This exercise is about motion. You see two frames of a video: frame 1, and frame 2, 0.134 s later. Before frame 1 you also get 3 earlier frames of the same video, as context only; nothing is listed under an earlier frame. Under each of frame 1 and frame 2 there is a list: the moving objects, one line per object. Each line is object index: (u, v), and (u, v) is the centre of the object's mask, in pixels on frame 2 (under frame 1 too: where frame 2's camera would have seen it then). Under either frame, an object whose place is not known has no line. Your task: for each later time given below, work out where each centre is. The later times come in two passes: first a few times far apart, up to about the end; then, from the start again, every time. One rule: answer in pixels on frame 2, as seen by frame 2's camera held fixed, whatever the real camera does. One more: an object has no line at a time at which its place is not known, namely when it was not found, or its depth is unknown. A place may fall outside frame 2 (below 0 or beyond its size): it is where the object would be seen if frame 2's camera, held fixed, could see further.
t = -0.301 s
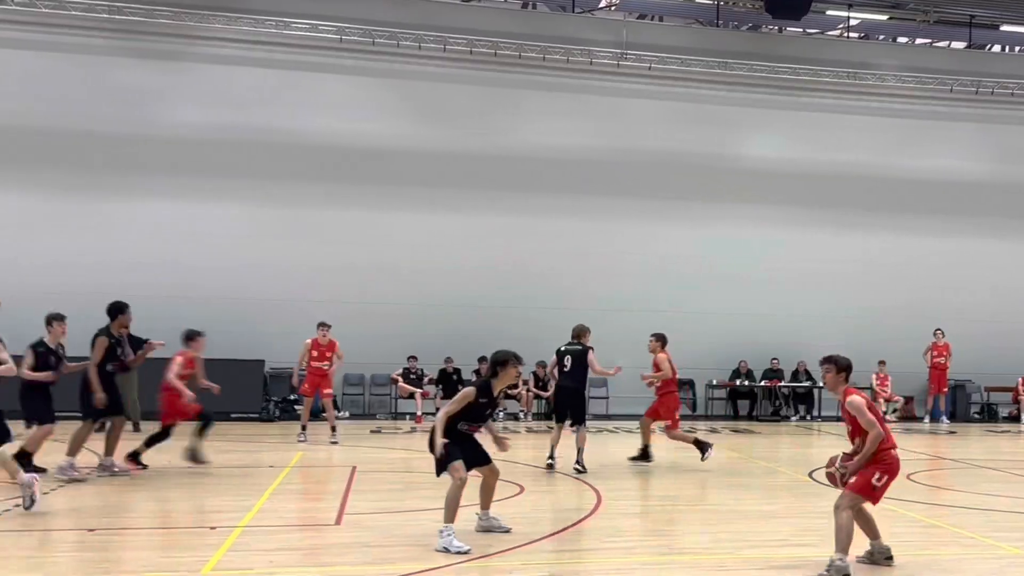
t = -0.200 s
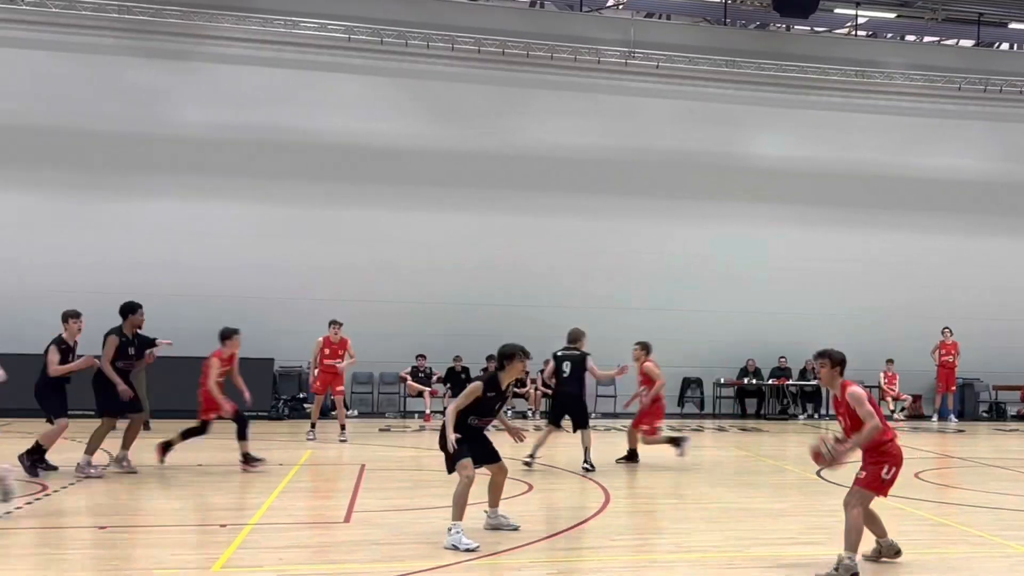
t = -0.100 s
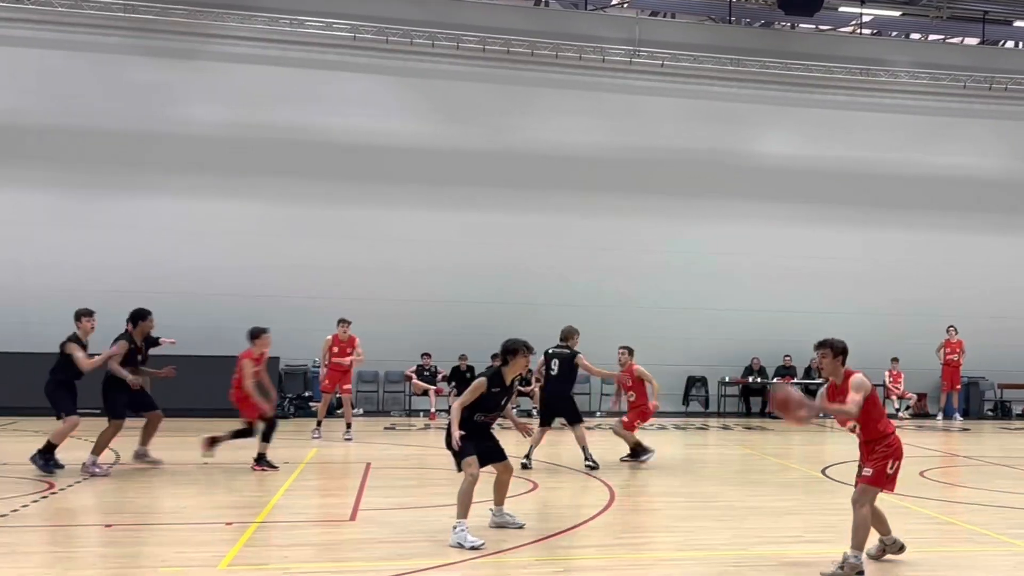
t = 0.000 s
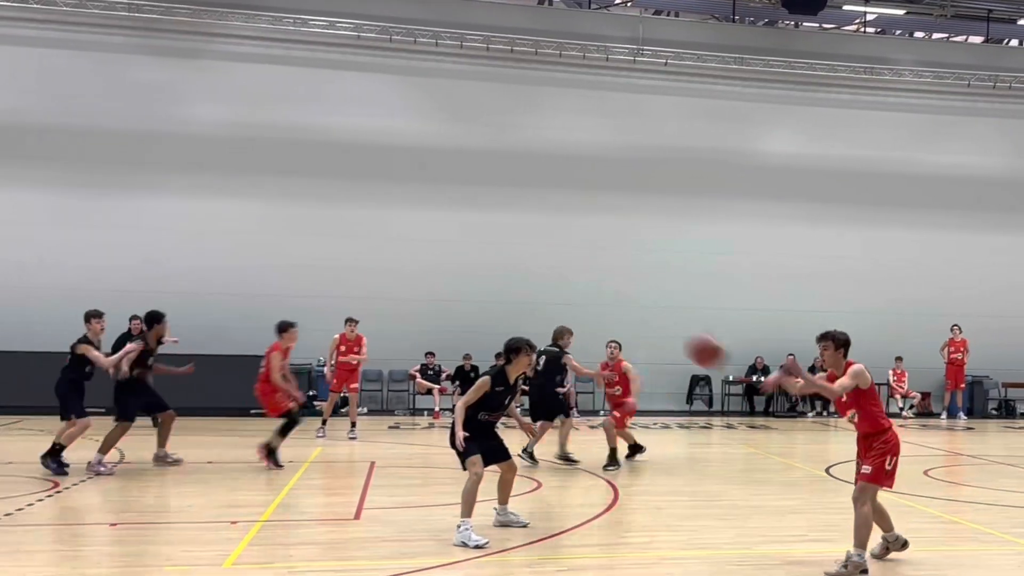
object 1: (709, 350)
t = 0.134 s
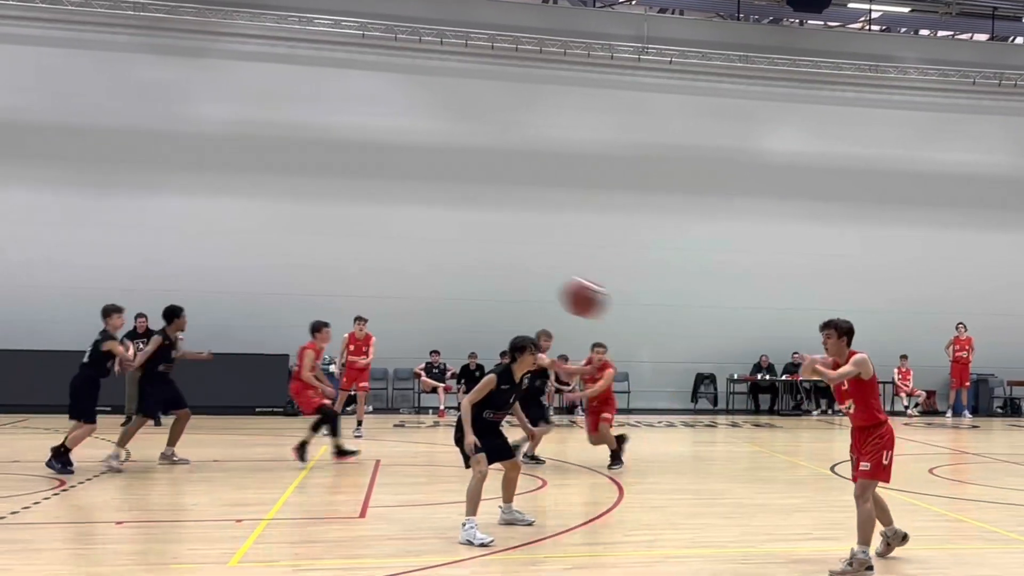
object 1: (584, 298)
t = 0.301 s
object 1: (395, 266)
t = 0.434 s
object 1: (213, 270)
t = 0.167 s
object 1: (548, 289)
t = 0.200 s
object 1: (512, 281)
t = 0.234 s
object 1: (475, 274)
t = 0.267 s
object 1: (436, 269)
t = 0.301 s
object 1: (395, 266)
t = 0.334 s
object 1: (351, 264)
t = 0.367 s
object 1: (308, 264)
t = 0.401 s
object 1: (262, 267)
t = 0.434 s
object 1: (213, 270)
